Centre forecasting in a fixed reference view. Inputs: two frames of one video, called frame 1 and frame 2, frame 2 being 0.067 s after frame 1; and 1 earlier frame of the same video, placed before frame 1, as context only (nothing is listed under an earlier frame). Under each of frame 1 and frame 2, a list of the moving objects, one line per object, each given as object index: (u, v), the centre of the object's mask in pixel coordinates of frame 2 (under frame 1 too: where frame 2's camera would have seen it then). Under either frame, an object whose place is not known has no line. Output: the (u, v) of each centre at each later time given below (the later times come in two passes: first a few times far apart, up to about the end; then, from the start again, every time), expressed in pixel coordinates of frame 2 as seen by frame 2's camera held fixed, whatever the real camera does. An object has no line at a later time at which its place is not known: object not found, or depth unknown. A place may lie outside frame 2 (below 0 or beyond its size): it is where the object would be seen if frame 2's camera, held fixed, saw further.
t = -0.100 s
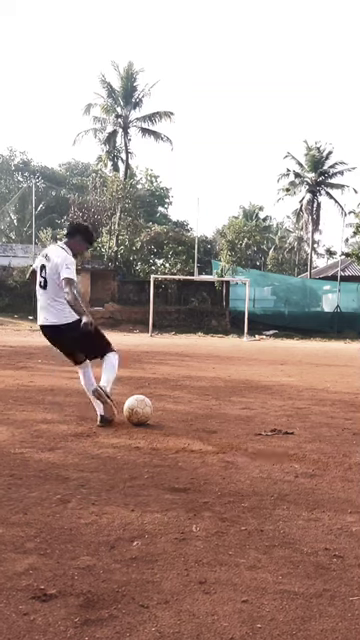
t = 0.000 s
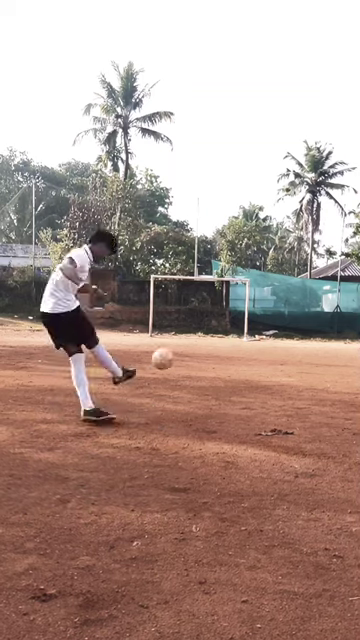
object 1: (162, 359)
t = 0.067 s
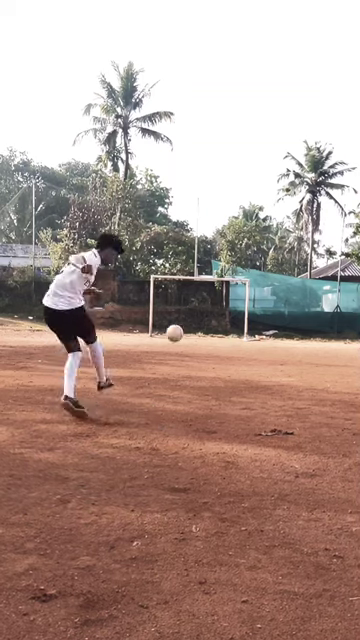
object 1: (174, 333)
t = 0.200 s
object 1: (191, 311)
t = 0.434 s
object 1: (196, 306)
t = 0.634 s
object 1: (190, 317)
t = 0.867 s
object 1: (188, 336)
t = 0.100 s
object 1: (179, 325)
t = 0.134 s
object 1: (184, 319)
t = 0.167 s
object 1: (187, 315)
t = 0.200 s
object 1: (191, 311)
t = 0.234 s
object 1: (193, 309)
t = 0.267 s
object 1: (195, 307)
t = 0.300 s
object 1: (196, 306)
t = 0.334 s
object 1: (197, 306)
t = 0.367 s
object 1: (197, 305)
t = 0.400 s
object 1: (197, 306)
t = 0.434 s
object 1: (196, 306)
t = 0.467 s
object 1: (196, 307)
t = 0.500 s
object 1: (195, 309)
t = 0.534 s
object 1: (194, 310)
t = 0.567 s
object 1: (192, 312)
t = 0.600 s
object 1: (191, 315)
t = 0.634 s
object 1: (190, 317)
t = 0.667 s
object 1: (190, 319)
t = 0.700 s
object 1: (190, 322)
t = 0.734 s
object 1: (189, 325)
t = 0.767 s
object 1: (189, 327)
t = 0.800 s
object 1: (188, 330)
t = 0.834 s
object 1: (187, 333)
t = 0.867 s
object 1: (188, 336)
